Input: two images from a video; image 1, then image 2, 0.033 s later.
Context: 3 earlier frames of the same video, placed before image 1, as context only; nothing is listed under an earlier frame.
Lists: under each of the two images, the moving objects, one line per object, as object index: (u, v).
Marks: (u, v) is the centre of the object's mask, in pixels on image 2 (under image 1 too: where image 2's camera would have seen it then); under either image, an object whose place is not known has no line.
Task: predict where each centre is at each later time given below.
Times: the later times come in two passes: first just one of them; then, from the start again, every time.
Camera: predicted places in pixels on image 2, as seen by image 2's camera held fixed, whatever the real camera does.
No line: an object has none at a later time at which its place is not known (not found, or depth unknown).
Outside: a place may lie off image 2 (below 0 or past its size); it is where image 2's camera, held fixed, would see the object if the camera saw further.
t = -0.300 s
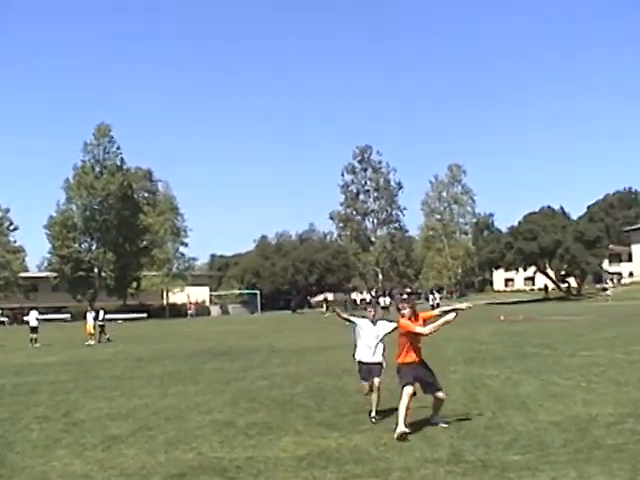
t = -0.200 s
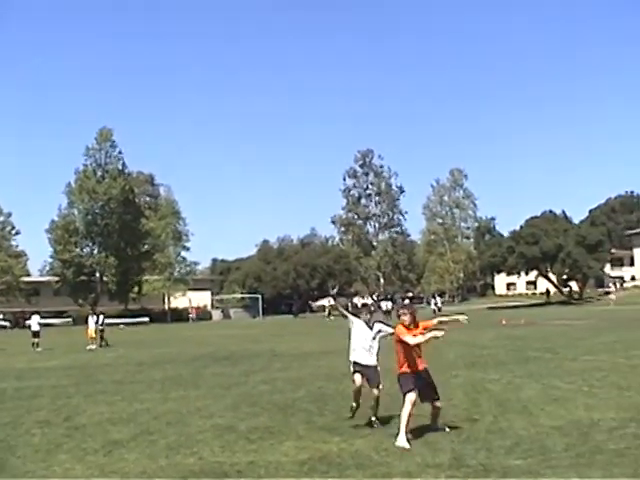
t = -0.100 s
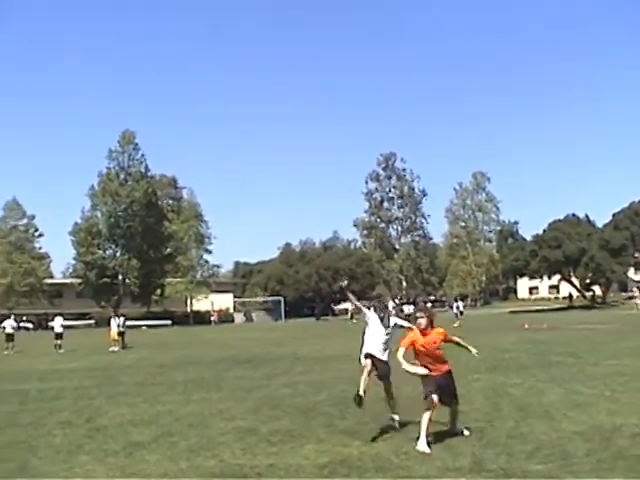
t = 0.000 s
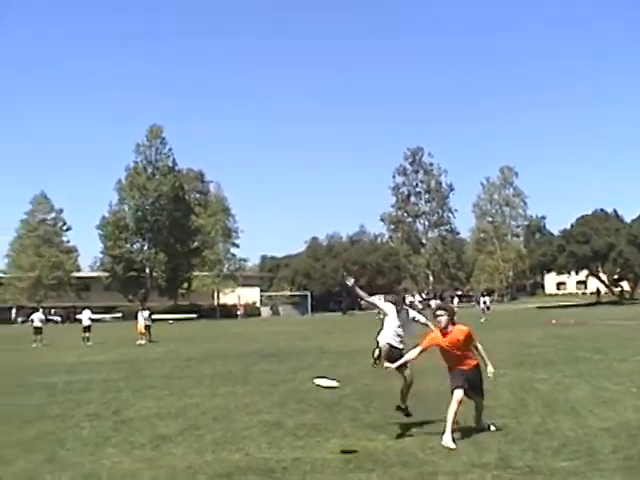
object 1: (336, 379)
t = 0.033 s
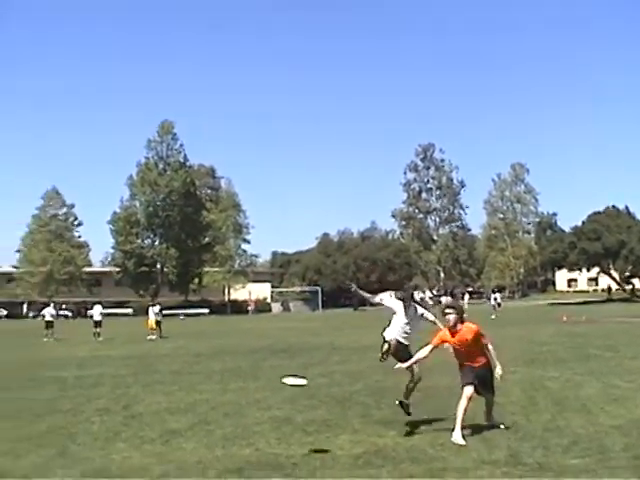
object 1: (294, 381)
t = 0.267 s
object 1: (-21, 389)
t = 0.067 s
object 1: (251, 383)
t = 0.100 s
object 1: (208, 385)
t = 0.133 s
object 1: (164, 386)
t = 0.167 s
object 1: (119, 387)
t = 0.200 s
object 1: (73, 388)
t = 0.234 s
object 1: (26, 387)
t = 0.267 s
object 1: (-21, 389)
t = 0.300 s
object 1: (-68, 389)
